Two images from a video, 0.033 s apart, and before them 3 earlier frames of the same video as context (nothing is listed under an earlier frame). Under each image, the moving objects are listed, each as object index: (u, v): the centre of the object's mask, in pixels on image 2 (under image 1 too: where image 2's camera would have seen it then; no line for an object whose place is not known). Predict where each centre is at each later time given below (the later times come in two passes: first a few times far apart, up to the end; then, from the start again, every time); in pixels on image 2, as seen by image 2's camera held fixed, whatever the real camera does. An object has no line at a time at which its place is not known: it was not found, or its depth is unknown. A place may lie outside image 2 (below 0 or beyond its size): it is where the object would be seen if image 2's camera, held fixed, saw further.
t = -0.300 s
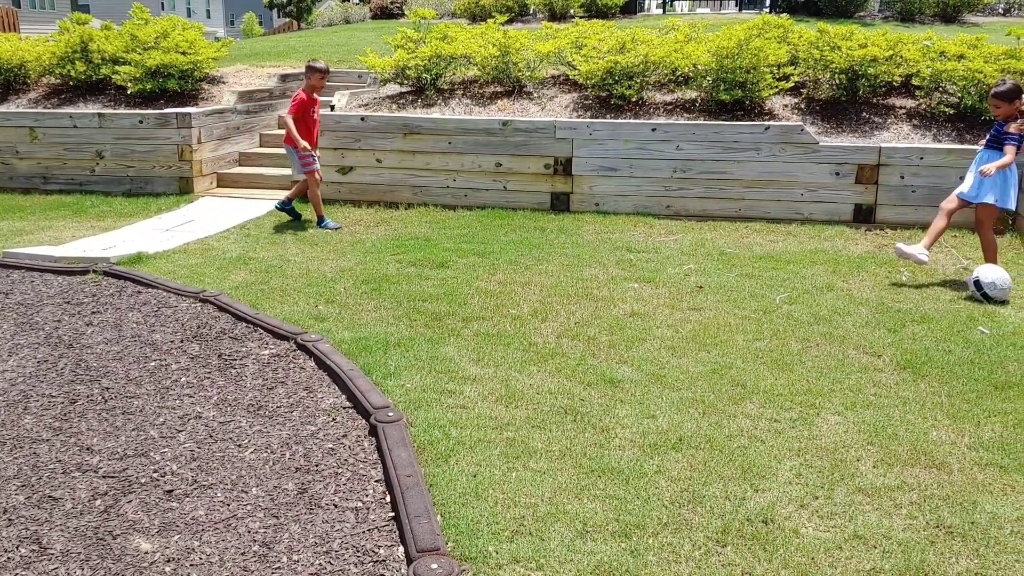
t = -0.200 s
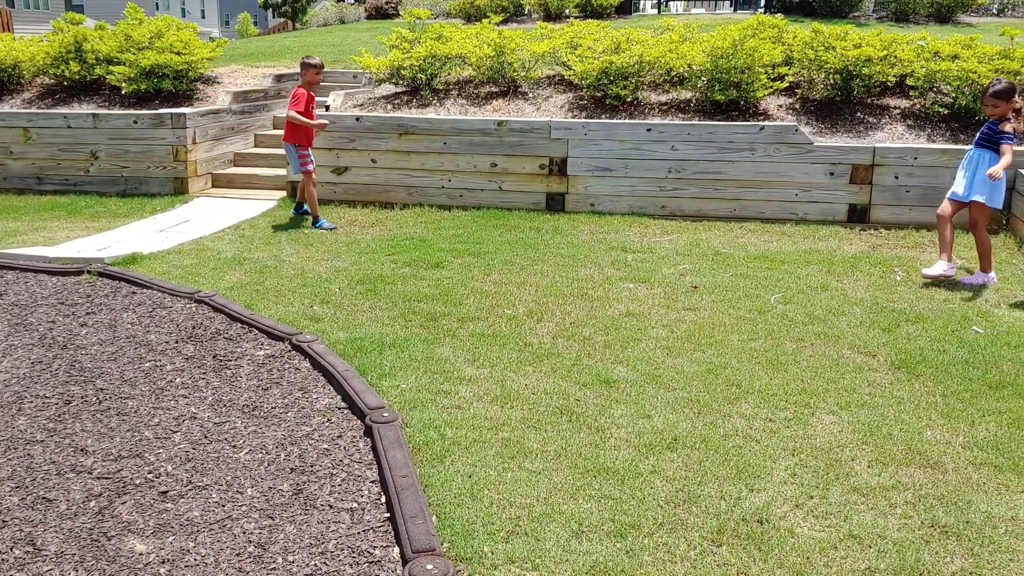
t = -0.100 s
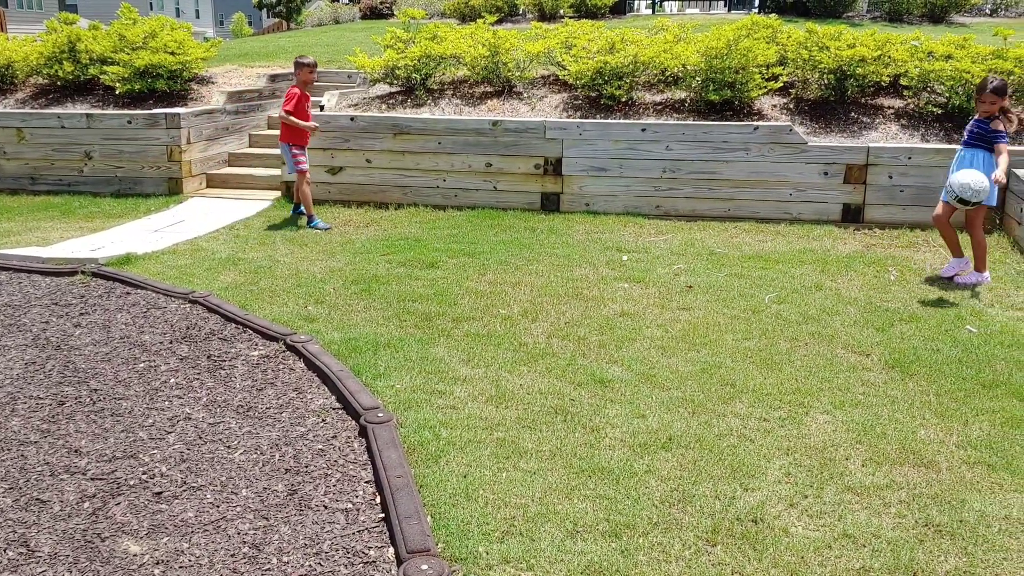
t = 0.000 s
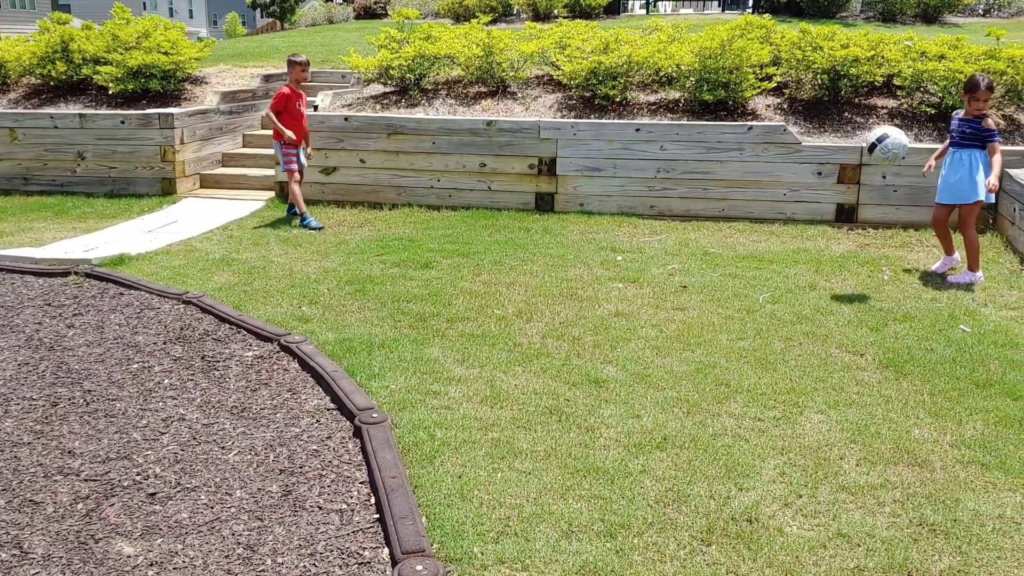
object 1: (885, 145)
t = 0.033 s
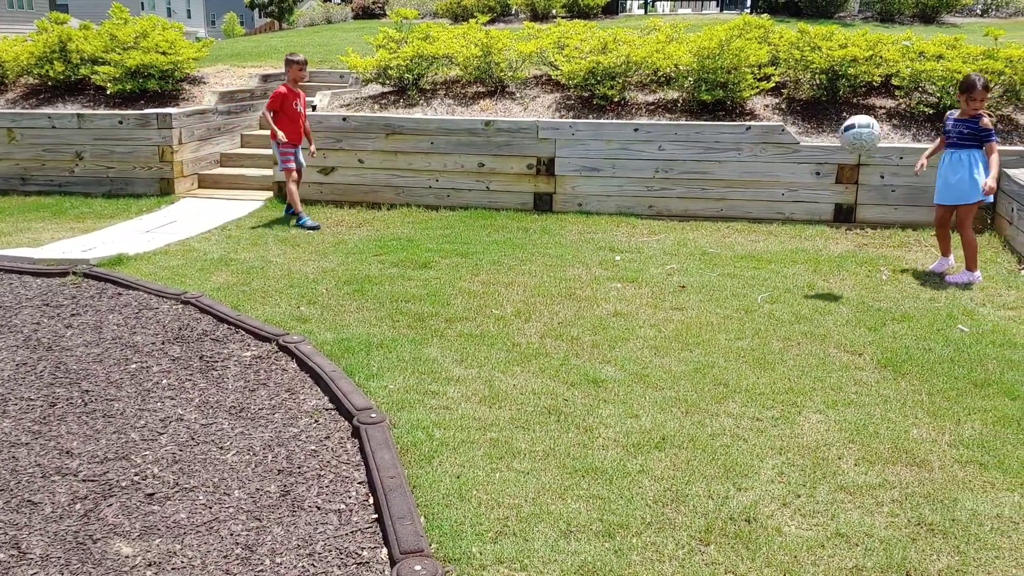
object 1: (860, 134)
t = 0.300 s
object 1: (670, 118)
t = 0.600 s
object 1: (479, 234)
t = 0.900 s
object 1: (424, 185)
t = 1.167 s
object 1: (392, 221)
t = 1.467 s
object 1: (352, 232)
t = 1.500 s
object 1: (347, 236)
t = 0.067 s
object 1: (835, 126)
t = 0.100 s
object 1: (810, 119)
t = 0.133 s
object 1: (787, 114)
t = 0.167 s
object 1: (763, 110)
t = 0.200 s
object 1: (740, 109)
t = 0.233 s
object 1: (717, 111)
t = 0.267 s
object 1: (693, 115)
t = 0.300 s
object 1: (670, 118)
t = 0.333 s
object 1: (647, 125)
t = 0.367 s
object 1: (624, 134)
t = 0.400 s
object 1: (602, 143)
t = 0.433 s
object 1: (580, 153)
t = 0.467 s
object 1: (559, 167)
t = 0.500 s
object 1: (539, 182)
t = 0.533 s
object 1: (519, 198)
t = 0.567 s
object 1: (499, 215)
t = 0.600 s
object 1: (479, 234)
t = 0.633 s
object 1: (460, 252)
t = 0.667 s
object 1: (456, 243)
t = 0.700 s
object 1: (451, 230)
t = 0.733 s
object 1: (447, 219)
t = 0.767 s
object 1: (442, 209)
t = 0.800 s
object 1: (438, 201)
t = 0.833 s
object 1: (434, 193)
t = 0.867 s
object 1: (429, 189)
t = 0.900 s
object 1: (424, 185)
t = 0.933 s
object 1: (419, 183)
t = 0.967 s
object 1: (416, 184)
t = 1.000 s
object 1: (411, 186)
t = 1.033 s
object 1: (408, 190)
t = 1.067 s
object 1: (403, 195)
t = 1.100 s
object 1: (399, 202)
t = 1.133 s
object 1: (396, 211)
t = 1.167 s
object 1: (392, 221)
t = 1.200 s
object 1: (389, 233)
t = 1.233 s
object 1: (385, 245)
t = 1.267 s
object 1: (380, 243)
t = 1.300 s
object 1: (375, 237)
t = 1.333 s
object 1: (371, 233)
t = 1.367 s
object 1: (366, 230)
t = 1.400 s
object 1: (361, 229)
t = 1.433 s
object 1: (356, 230)
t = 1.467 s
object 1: (352, 232)
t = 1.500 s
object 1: (347, 236)
